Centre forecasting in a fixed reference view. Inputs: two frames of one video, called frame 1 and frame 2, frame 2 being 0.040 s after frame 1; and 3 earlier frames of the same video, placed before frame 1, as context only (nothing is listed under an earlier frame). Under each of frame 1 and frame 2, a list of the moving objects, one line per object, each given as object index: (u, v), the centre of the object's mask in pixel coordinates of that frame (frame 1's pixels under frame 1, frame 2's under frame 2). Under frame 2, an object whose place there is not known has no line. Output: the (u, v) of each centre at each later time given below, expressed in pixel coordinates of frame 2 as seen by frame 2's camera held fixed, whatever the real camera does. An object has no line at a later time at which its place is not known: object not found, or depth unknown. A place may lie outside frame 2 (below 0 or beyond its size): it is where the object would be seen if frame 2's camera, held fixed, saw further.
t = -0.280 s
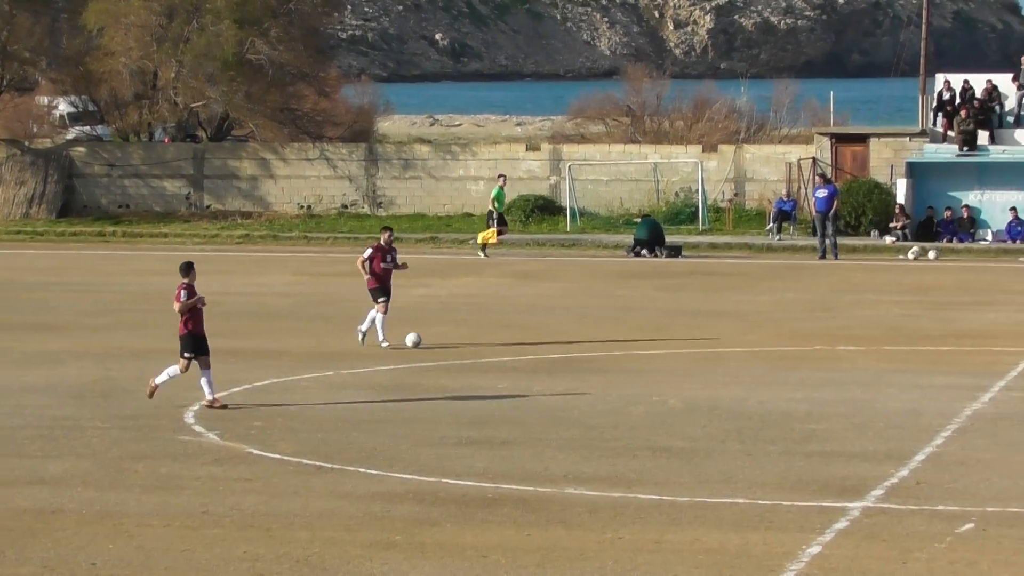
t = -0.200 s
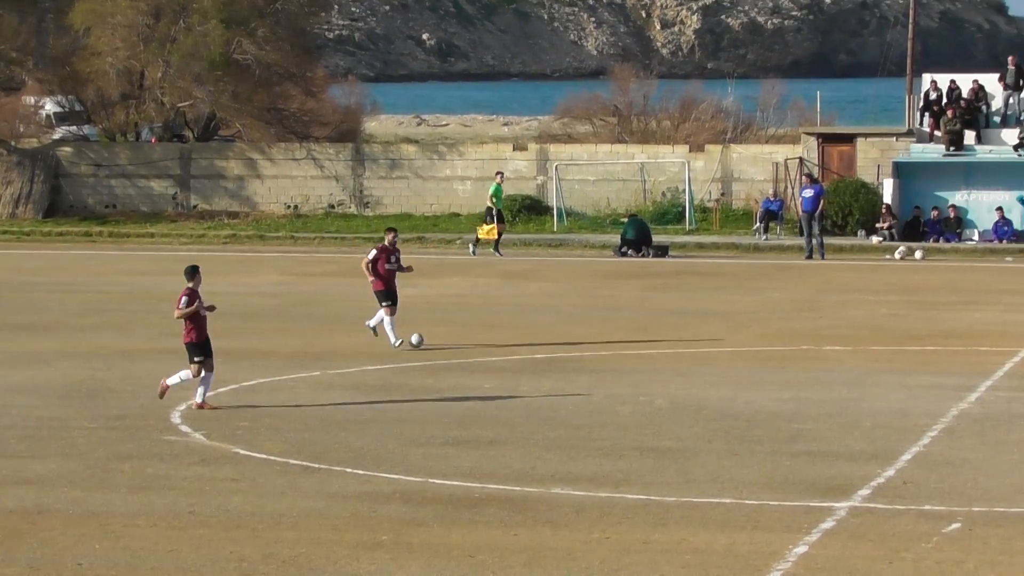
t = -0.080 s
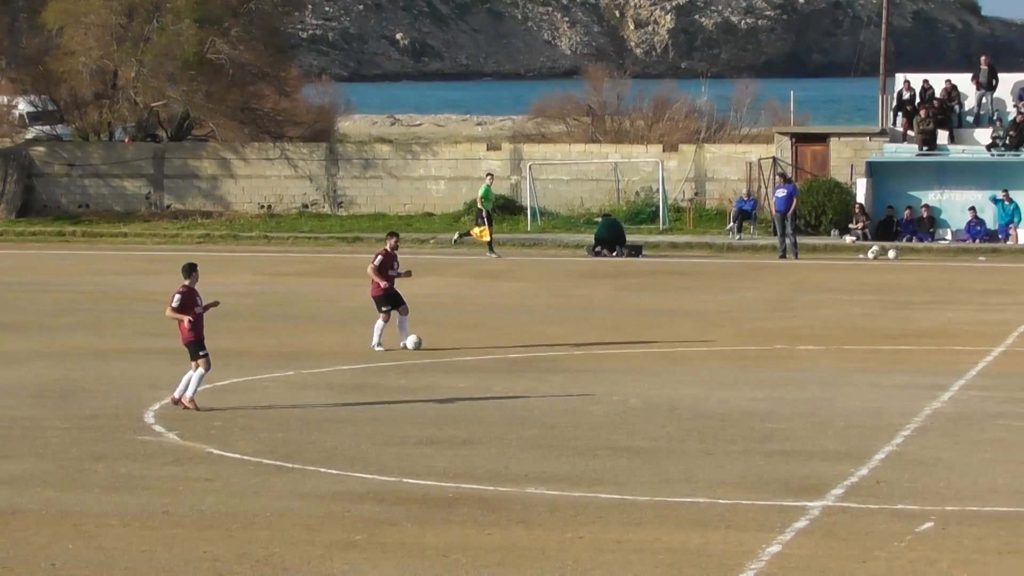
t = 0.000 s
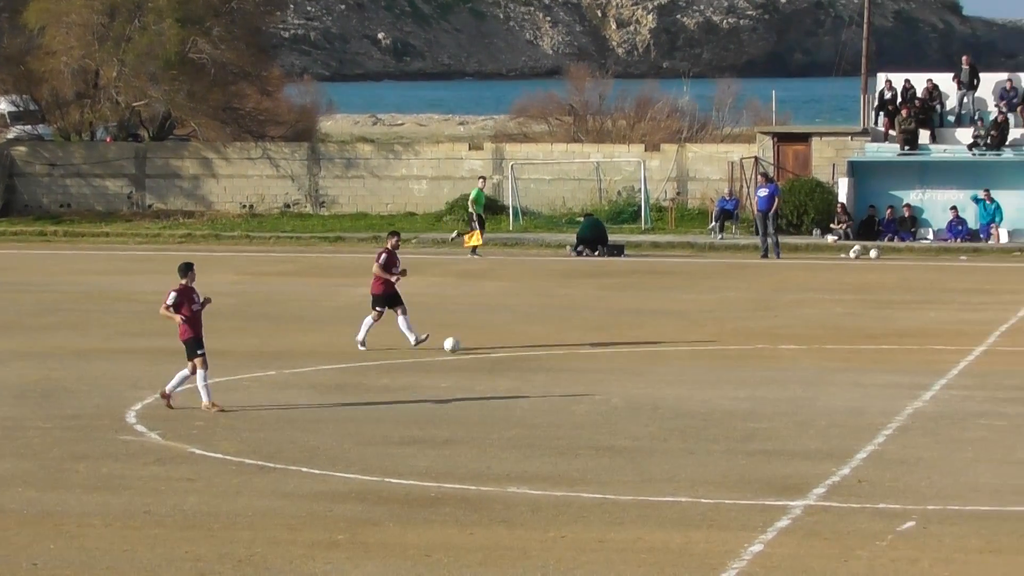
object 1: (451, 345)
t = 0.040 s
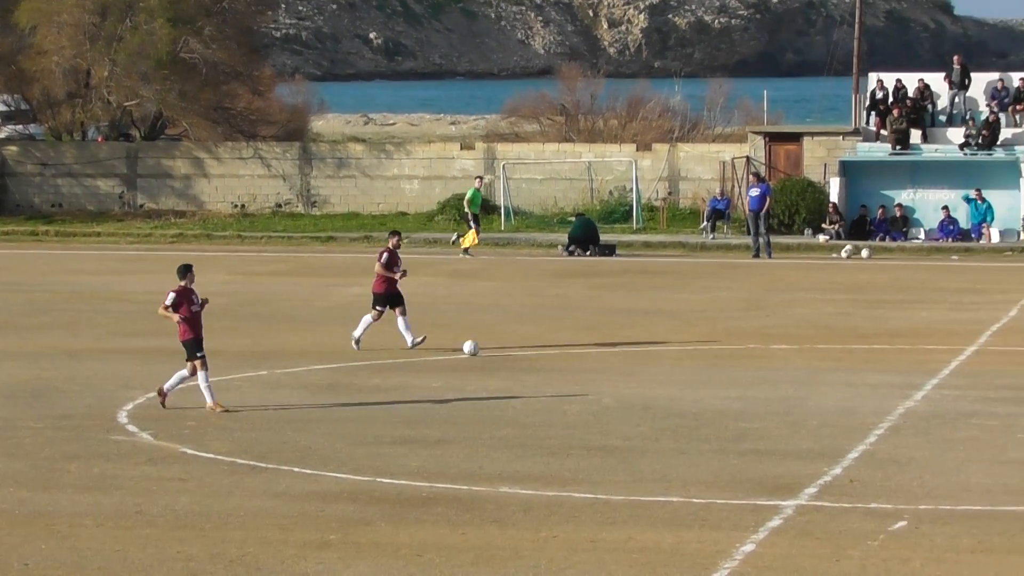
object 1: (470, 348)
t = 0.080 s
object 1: (496, 349)
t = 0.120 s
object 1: (521, 351)
